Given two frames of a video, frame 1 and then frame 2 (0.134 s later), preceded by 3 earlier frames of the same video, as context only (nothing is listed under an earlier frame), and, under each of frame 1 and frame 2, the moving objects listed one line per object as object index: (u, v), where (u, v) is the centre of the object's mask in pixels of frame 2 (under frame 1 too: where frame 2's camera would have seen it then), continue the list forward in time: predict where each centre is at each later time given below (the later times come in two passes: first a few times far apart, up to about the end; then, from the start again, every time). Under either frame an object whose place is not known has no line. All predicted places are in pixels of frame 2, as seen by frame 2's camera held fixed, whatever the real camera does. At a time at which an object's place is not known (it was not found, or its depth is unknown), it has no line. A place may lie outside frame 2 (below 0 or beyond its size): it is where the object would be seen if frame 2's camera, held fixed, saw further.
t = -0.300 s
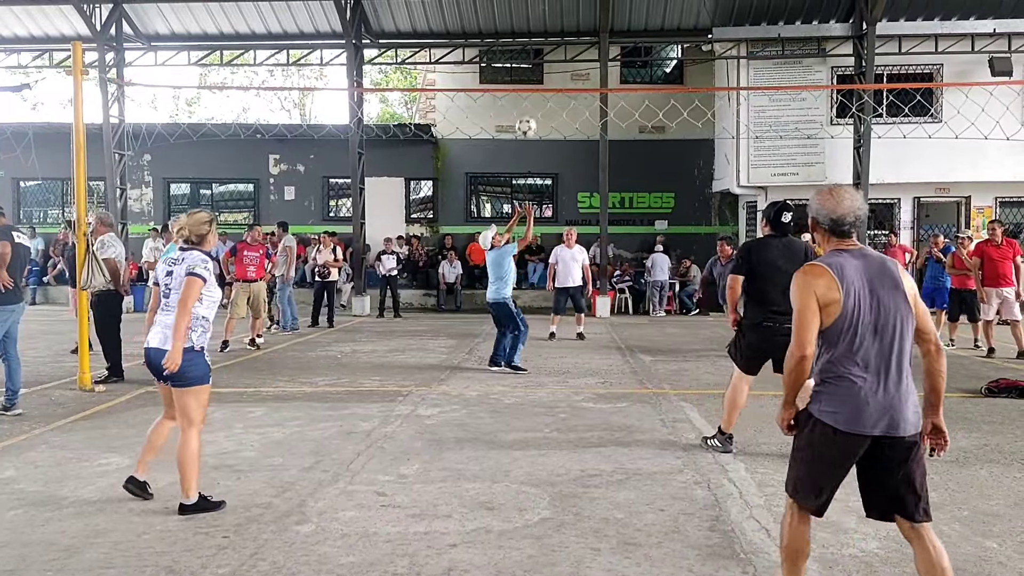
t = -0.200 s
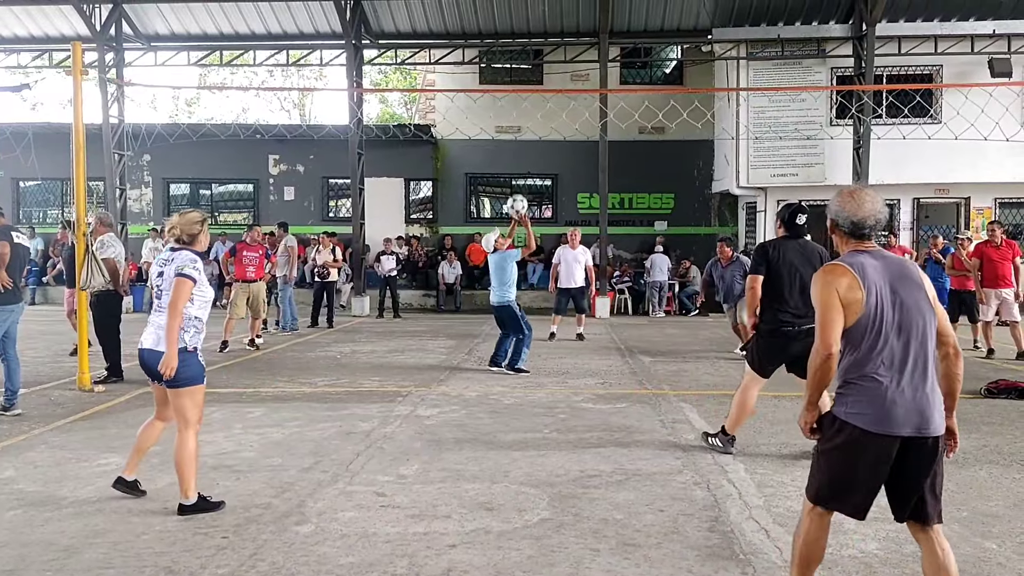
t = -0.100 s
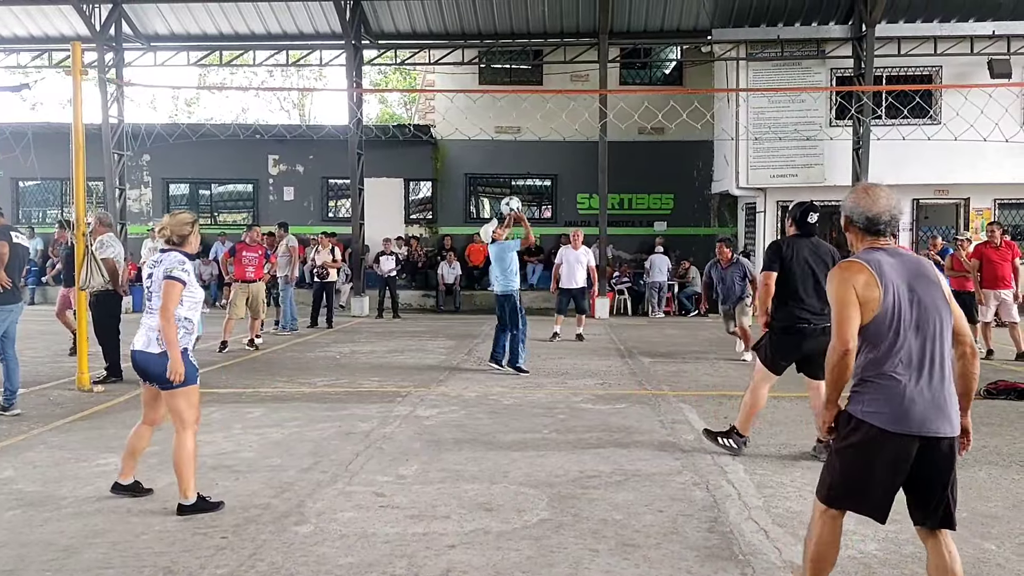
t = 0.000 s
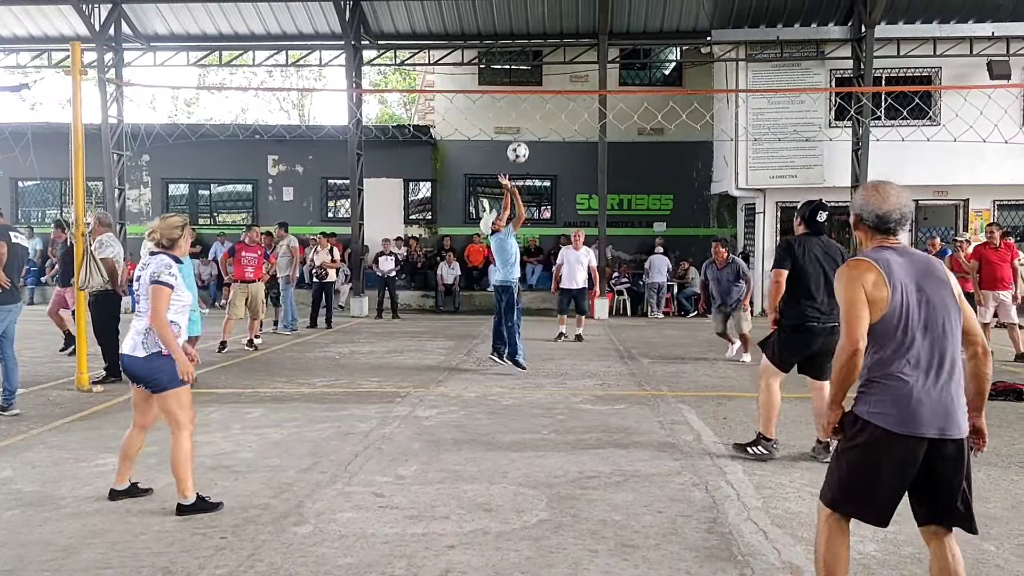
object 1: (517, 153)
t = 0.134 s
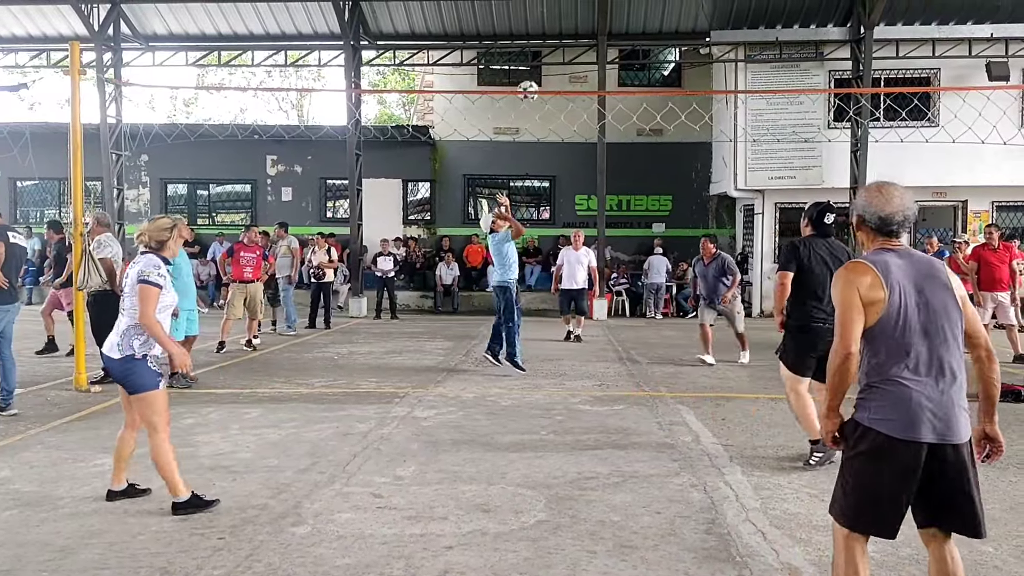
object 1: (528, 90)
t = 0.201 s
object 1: (533, 66)
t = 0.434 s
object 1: (551, 11)
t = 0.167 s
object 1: (530, 78)
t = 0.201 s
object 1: (533, 66)
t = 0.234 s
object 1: (535, 55)
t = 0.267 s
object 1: (538, 46)
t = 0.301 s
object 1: (541, 37)
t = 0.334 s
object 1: (543, 29)
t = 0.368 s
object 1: (546, 22)
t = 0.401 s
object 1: (548, 16)
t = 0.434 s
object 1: (551, 11)
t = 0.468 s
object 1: (554, 8)
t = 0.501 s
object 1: (556, 6)
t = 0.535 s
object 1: (558, 5)
